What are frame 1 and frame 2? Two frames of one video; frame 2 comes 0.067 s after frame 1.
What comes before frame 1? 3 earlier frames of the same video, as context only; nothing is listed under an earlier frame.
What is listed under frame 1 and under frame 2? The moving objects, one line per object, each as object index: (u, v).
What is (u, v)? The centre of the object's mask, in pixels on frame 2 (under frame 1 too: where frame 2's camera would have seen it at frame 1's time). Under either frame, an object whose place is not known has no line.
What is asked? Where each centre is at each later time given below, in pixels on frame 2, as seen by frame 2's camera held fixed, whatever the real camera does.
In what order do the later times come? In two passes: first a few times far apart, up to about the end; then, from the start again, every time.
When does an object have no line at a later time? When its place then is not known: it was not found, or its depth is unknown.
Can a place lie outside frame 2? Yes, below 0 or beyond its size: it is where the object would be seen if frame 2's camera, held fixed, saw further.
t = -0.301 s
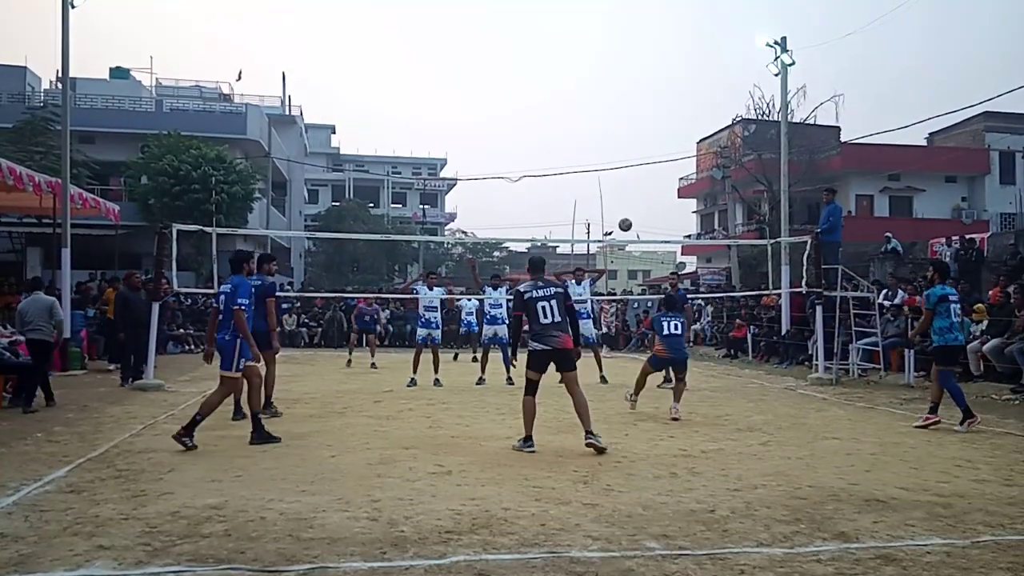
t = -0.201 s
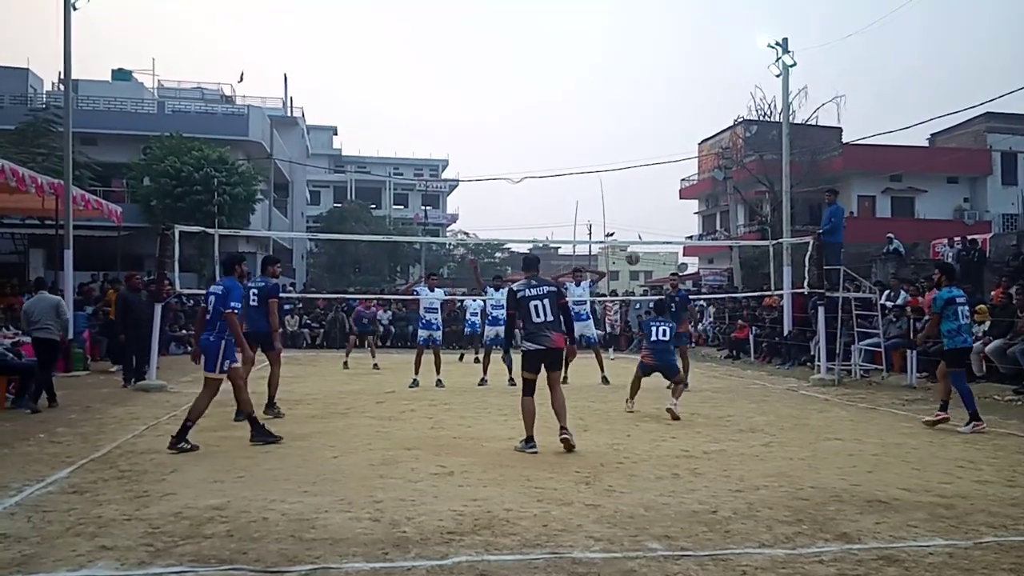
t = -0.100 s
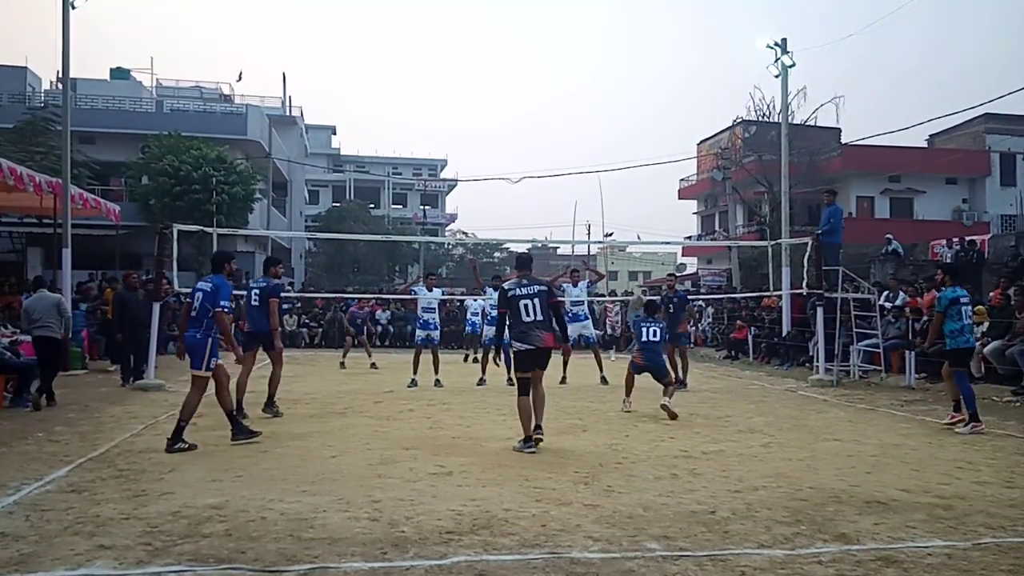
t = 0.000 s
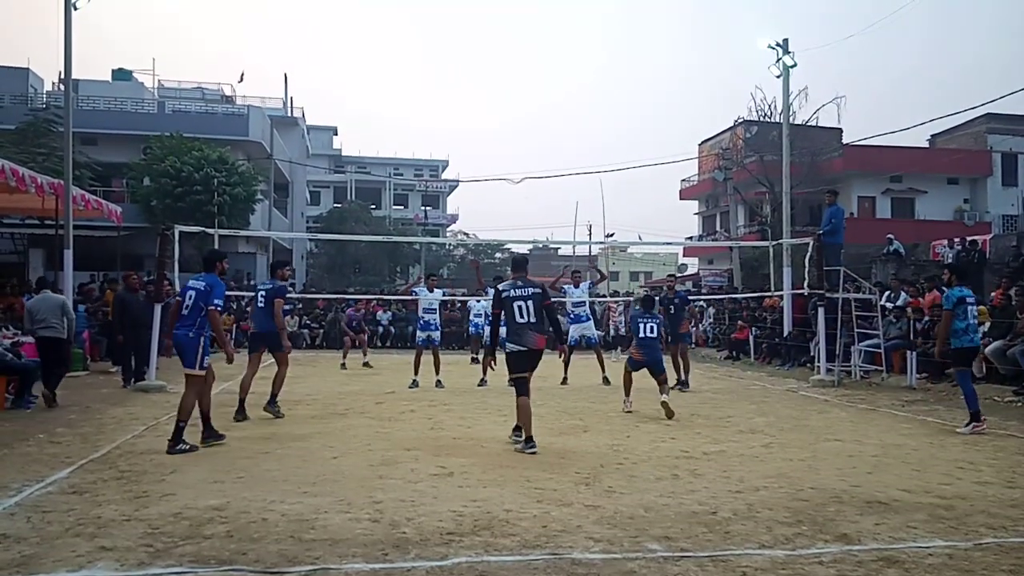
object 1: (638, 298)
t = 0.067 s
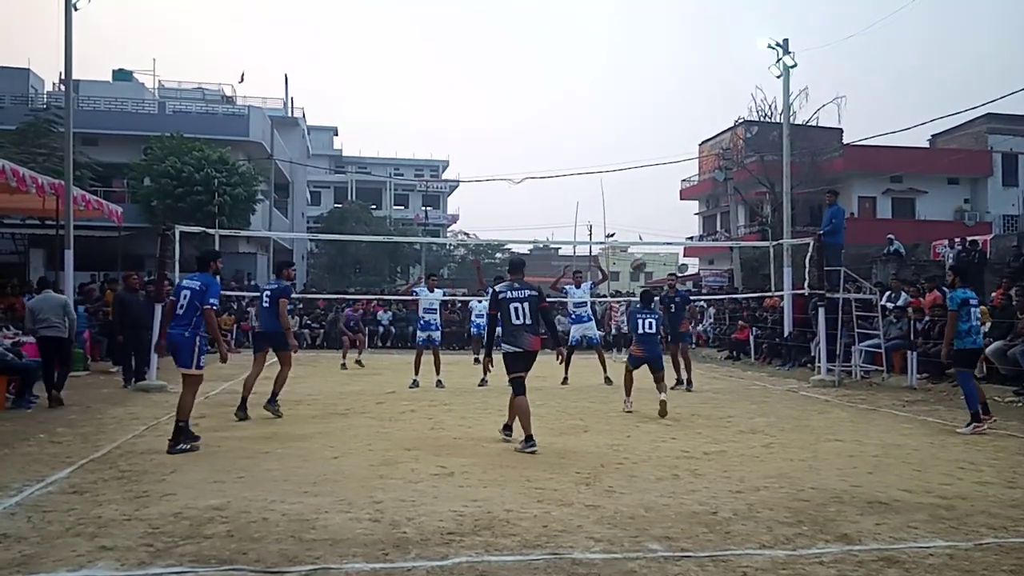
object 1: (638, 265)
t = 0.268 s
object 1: (631, 186)
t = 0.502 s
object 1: (624, 135)
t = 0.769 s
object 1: (616, 124)
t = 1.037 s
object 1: (608, 161)
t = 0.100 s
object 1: (637, 249)
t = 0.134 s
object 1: (636, 234)
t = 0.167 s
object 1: (634, 221)
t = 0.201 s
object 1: (633, 208)
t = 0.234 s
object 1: (632, 197)
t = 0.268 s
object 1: (631, 186)
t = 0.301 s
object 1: (630, 176)
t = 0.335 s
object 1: (629, 167)
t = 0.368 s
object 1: (628, 159)
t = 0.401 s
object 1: (627, 152)
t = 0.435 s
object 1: (626, 145)
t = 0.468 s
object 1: (625, 139)
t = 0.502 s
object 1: (624, 135)
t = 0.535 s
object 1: (623, 130)
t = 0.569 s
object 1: (622, 127)
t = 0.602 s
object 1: (621, 125)
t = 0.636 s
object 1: (620, 123)
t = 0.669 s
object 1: (619, 122)
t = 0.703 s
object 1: (618, 122)
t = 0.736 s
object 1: (617, 123)
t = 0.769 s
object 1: (616, 124)
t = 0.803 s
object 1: (615, 126)
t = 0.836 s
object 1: (614, 129)
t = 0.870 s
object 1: (613, 132)
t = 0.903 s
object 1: (613, 136)
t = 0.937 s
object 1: (612, 142)
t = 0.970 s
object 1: (611, 148)
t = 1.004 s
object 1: (610, 154)
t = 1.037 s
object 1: (608, 161)
